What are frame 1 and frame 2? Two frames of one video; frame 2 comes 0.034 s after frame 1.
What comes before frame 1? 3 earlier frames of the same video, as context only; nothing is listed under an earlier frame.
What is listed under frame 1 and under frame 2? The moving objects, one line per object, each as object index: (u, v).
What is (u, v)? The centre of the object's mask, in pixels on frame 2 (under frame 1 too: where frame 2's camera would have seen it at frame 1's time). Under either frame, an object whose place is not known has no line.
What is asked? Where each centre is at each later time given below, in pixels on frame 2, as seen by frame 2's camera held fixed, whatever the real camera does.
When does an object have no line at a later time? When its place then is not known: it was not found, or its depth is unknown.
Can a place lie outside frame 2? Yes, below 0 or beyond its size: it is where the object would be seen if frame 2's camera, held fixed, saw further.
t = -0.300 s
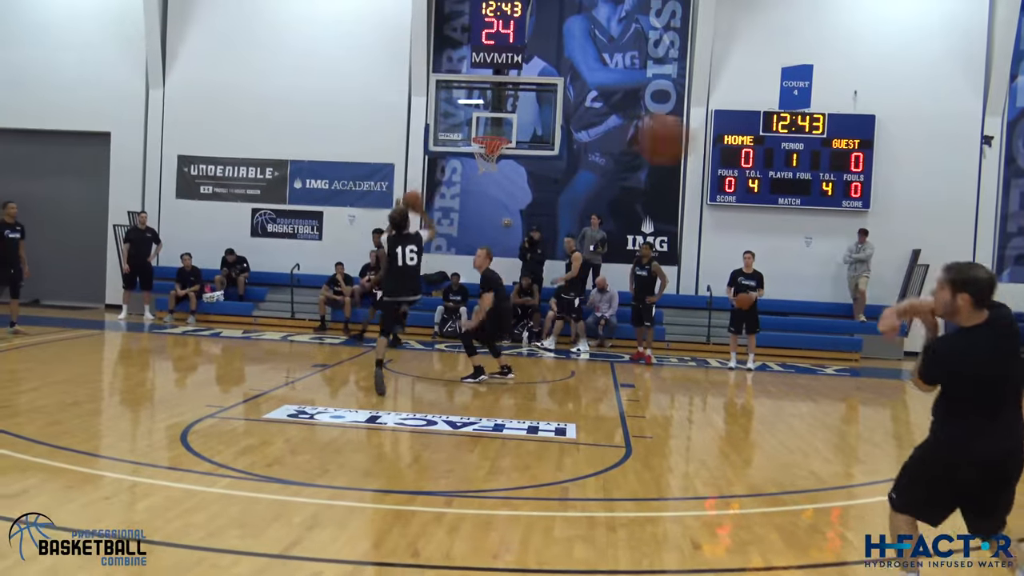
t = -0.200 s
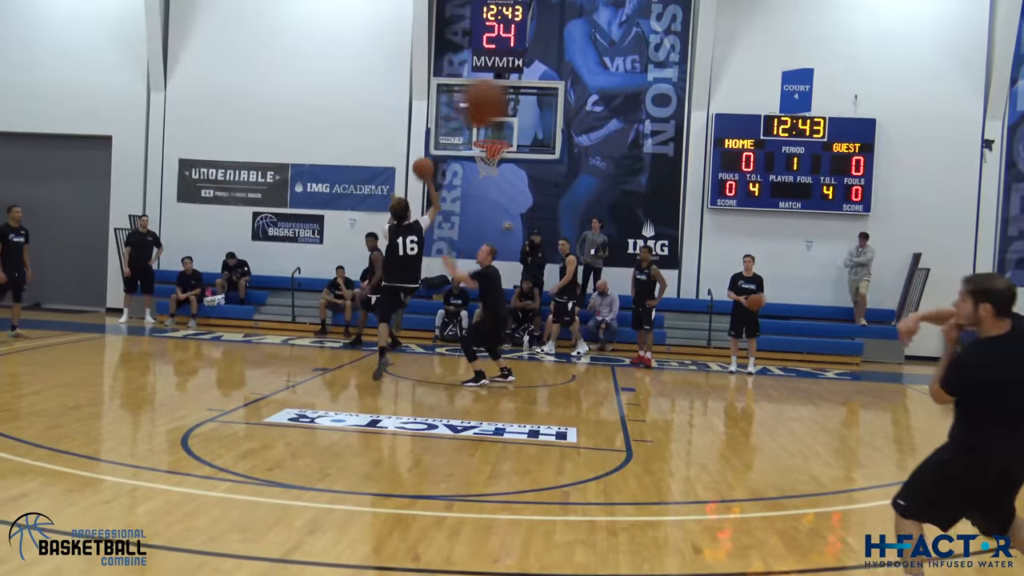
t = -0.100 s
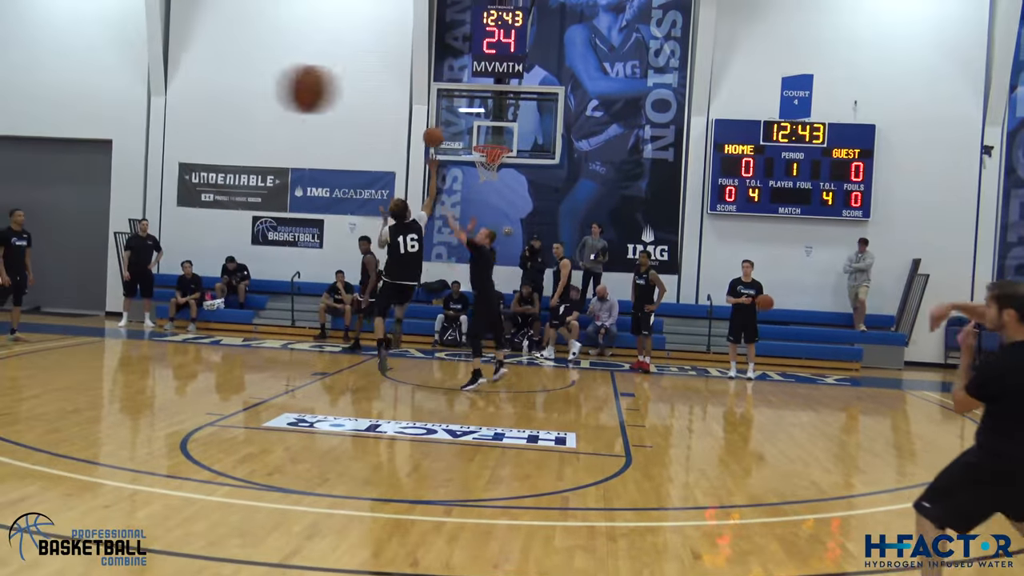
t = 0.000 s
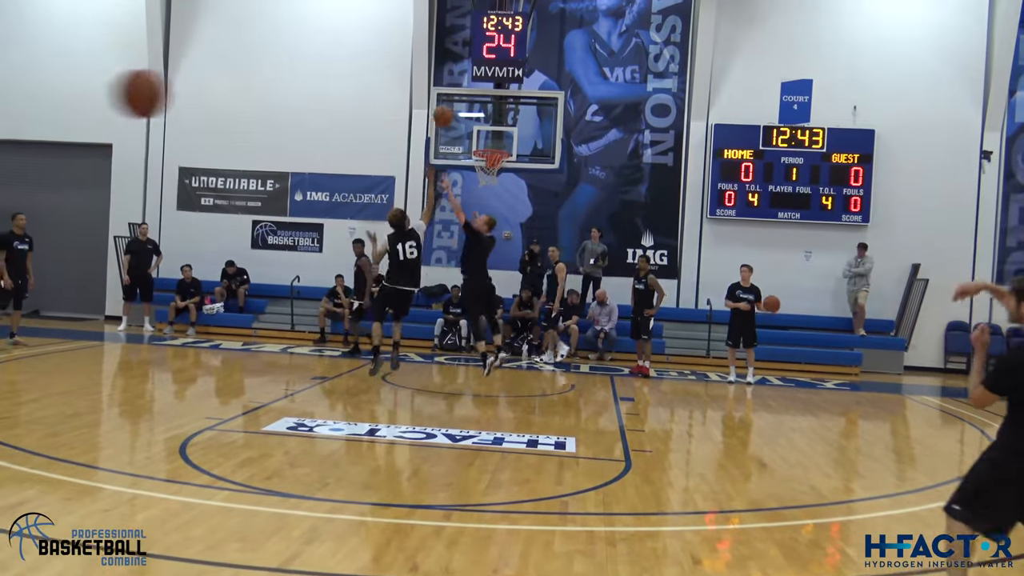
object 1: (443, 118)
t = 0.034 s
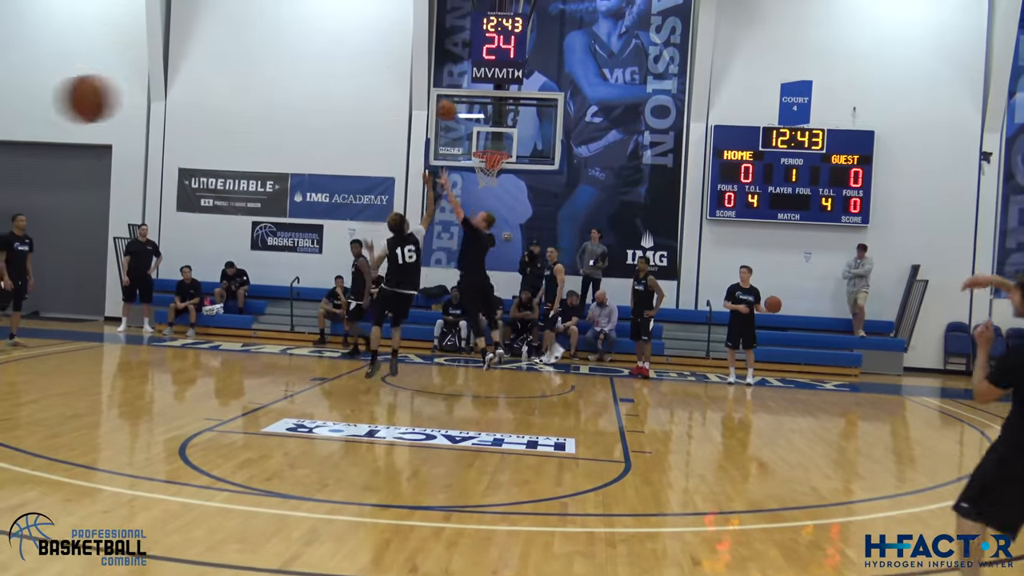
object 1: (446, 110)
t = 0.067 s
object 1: (449, 104)
